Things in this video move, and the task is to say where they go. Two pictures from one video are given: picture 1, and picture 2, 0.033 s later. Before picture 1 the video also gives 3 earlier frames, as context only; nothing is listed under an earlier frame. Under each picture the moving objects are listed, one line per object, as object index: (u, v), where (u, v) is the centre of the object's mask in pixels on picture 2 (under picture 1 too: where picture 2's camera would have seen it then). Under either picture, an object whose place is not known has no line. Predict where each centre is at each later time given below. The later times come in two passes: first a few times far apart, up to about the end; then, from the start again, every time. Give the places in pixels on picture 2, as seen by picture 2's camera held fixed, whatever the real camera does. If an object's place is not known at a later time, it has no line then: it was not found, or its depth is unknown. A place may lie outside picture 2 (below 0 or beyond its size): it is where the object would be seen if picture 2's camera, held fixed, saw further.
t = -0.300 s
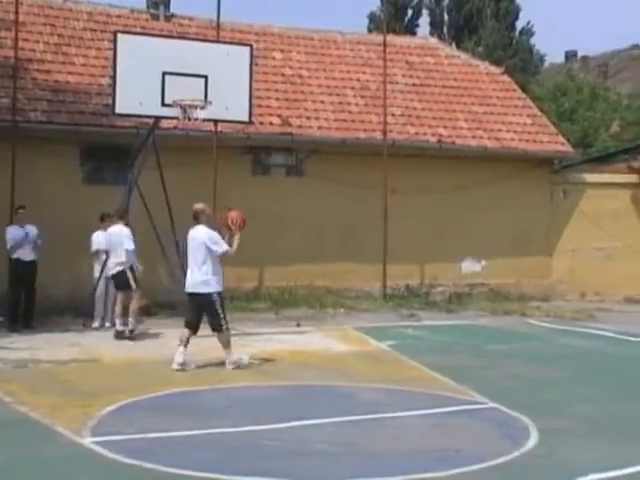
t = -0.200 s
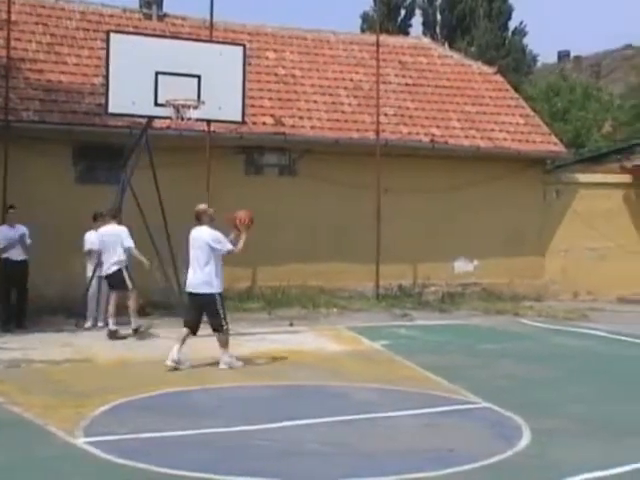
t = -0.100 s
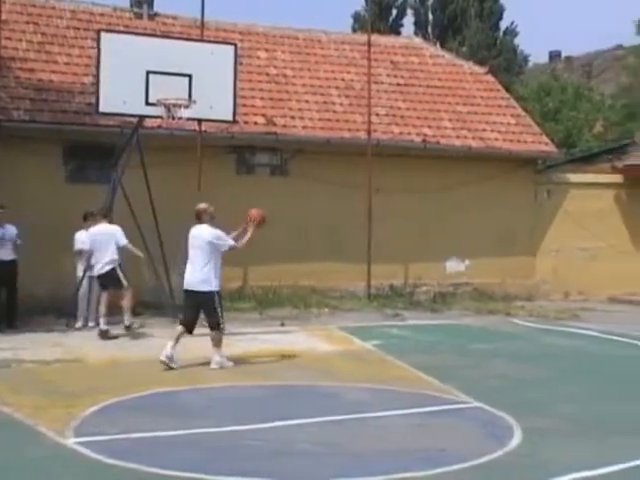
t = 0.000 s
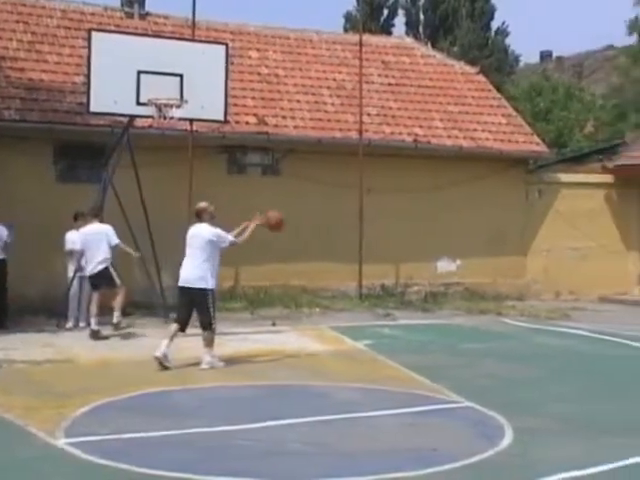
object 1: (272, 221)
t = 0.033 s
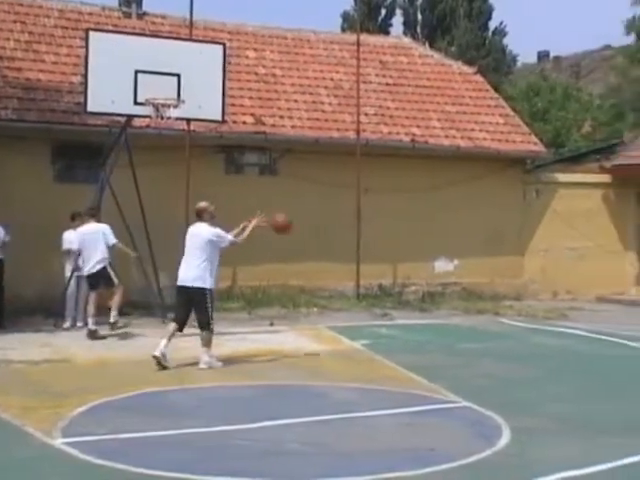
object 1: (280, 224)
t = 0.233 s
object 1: (330, 258)
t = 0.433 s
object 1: (377, 325)
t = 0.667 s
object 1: (414, 295)
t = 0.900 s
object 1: (444, 263)
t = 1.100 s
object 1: (468, 268)
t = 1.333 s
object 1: (497, 313)
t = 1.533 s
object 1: (519, 312)
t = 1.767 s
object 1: (544, 288)
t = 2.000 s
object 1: (569, 301)
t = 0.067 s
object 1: (289, 227)
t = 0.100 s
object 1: (296, 231)
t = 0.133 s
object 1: (305, 236)
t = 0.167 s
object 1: (314, 243)
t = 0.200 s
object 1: (322, 250)
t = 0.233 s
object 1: (330, 258)
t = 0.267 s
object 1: (338, 269)
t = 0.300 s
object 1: (346, 279)
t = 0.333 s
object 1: (353, 288)
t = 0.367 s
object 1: (363, 298)
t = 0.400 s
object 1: (369, 310)
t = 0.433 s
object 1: (377, 325)
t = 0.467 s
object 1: (383, 340)
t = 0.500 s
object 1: (390, 344)
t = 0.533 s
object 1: (395, 331)
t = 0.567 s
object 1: (399, 319)
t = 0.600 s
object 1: (404, 311)
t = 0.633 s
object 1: (411, 298)
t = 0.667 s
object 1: (414, 295)
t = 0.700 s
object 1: (419, 288)
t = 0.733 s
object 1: (422, 281)
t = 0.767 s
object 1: (427, 274)
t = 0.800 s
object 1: (431, 271)
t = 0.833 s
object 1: (435, 267)
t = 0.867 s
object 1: (439, 264)
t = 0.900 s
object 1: (444, 263)
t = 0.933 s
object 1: (448, 261)
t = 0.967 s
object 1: (452, 261)
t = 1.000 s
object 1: (456, 261)
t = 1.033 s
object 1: (460, 263)
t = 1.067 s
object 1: (465, 266)
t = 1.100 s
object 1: (468, 268)
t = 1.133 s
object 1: (472, 272)
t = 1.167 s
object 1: (477, 278)
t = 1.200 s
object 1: (481, 283)
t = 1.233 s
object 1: (488, 293)
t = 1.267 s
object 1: (489, 298)
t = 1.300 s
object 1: (493, 306)
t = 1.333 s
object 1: (497, 313)
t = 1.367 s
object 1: (501, 321)
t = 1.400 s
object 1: (504, 333)
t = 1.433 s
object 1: (508, 332)
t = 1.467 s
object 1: (512, 326)
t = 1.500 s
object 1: (515, 318)
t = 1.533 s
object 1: (519, 312)
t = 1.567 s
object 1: (523, 305)
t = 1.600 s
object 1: (526, 301)
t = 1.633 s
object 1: (530, 297)
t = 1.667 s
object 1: (534, 293)
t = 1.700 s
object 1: (537, 291)
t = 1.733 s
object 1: (541, 289)
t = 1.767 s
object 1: (544, 288)
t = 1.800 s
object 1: (548, 288)
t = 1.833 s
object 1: (552, 288)
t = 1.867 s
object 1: (555, 289)
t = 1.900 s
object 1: (558, 291)
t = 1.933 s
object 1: (561, 294)
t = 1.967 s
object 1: (565, 298)
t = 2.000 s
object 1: (569, 301)
